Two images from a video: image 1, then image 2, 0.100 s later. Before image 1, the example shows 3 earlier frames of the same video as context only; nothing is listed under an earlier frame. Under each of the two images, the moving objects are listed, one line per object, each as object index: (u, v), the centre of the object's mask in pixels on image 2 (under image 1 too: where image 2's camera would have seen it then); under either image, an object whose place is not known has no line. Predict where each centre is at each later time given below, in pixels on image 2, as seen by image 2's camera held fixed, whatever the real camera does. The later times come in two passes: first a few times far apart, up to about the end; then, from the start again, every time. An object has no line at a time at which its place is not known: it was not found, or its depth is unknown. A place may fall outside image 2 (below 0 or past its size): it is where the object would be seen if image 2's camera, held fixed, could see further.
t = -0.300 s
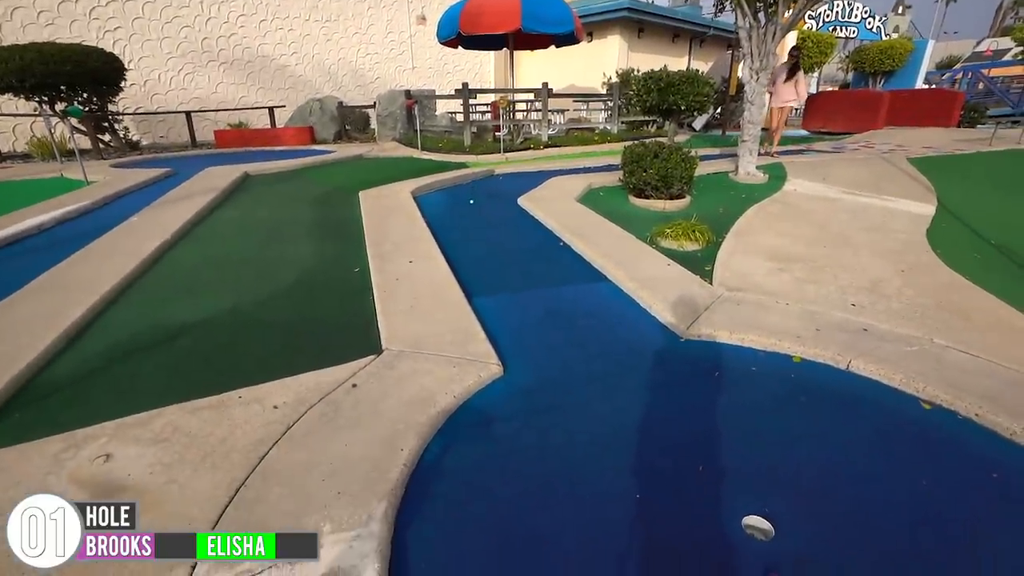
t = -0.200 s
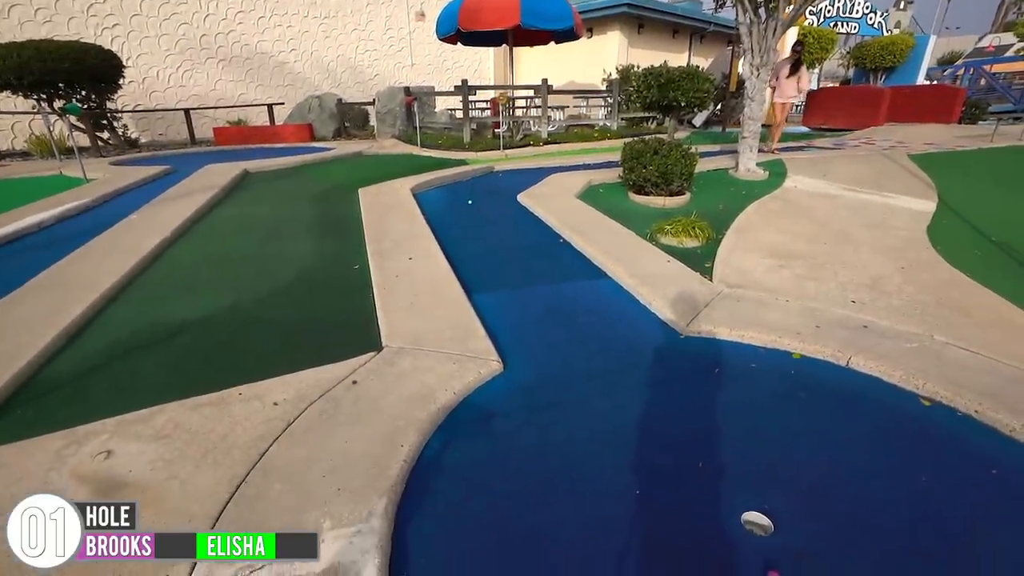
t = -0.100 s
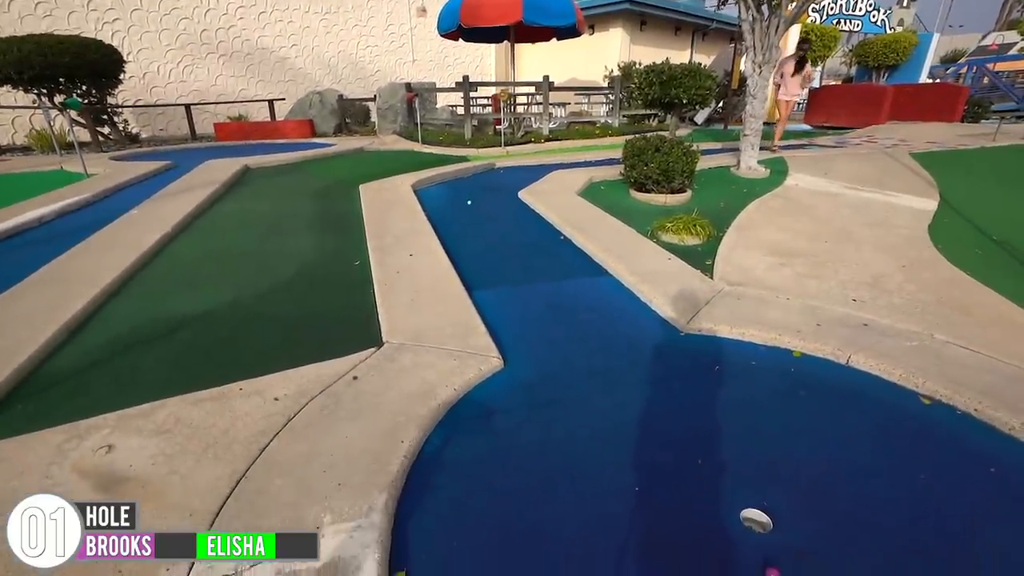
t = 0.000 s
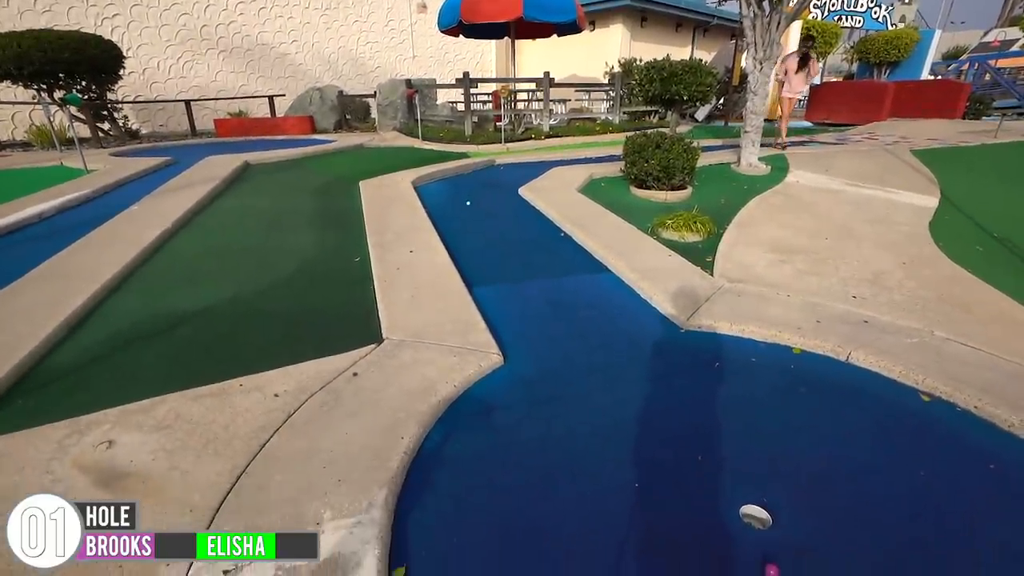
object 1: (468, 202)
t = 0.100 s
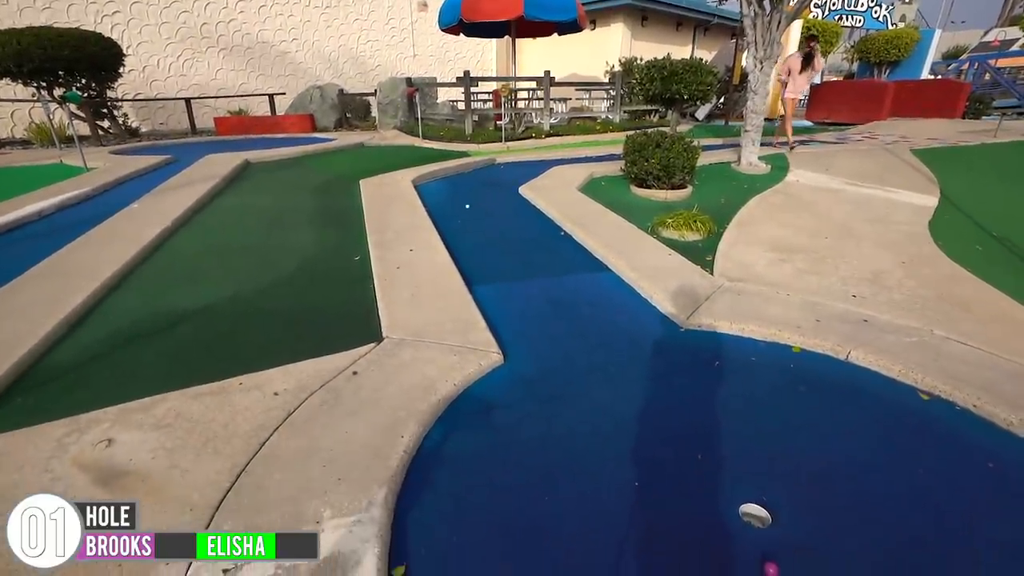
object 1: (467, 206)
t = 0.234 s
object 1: (466, 212)
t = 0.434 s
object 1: (464, 222)
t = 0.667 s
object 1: (463, 237)
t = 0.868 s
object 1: (464, 251)
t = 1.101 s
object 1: (465, 271)
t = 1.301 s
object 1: (472, 291)
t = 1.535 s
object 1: (494, 315)
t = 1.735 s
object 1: (518, 340)
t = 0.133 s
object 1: (467, 207)
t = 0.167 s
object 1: (467, 209)
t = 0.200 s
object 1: (466, 211)
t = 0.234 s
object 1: (466, 212)
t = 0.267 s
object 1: (465, 214)
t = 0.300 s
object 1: (465, 216)
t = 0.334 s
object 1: (465, 218)
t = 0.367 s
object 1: (465, 219)
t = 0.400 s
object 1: (464, 221)
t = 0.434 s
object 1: (464, 222)
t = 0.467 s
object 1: (464, 224)
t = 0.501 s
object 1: (464, 226)
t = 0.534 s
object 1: (464, 228)
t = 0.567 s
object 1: (463, 230)
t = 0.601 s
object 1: (463, 232)
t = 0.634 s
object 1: (463, 234)
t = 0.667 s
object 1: (463, 237)
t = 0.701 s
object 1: (464, 239)
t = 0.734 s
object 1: (464, 241)
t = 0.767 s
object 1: (464, 244)
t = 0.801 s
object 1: (464, 246)
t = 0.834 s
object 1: (464, 249)
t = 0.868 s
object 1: (464, 251)
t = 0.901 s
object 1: (464, 254)
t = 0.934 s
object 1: (464, 257)
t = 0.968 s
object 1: (464, 260)
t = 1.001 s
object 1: (465, 262)
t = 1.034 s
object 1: (465, 265)
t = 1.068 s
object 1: (465, 268)
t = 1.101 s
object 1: (465, 271)
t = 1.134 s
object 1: (466, 275)
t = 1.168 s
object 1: (467, 278)
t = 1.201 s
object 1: (467, 281)
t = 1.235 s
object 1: (469, 285)
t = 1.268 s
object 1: (470, 288)
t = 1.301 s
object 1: (472, 291)
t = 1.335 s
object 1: (474, 294)
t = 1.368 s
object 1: (477, 297)
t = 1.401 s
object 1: (480, 300)
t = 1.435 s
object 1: (484, 304)
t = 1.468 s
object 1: (487, 307)
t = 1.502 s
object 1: (491, 311)
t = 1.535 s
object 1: (494, 315)
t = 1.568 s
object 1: (498, 319)
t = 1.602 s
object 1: (502, 323)
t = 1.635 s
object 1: (506, 328)
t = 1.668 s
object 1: (510, 332)
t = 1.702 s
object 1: (514, 336)
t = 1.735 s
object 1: (518, 340)
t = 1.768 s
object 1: (523, 344)
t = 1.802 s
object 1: (527, 348)
